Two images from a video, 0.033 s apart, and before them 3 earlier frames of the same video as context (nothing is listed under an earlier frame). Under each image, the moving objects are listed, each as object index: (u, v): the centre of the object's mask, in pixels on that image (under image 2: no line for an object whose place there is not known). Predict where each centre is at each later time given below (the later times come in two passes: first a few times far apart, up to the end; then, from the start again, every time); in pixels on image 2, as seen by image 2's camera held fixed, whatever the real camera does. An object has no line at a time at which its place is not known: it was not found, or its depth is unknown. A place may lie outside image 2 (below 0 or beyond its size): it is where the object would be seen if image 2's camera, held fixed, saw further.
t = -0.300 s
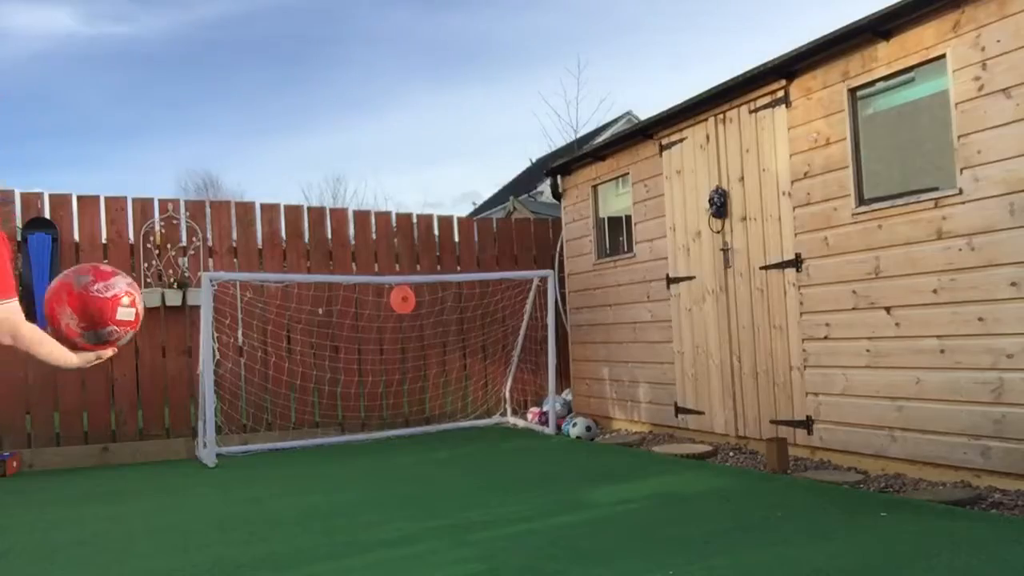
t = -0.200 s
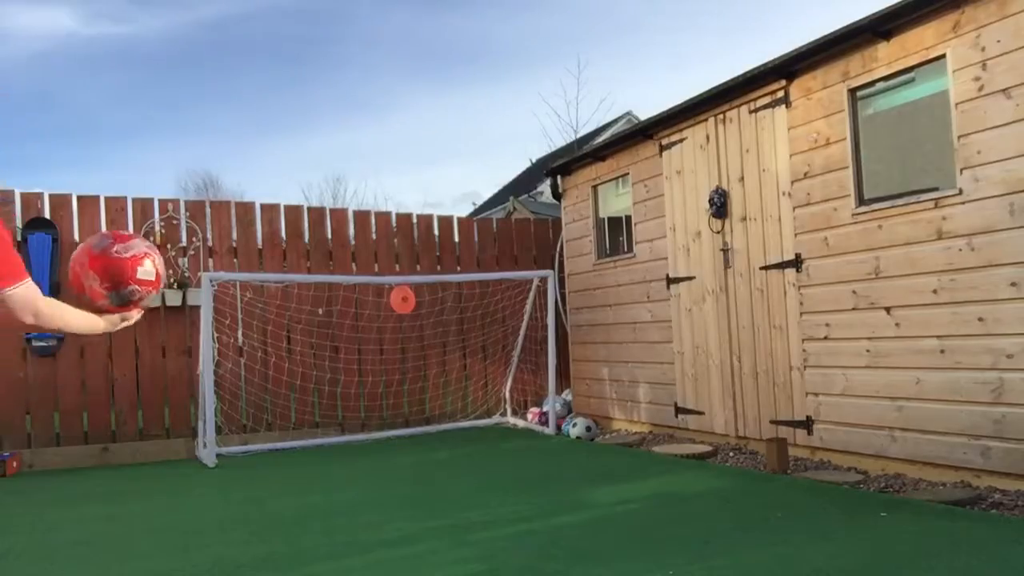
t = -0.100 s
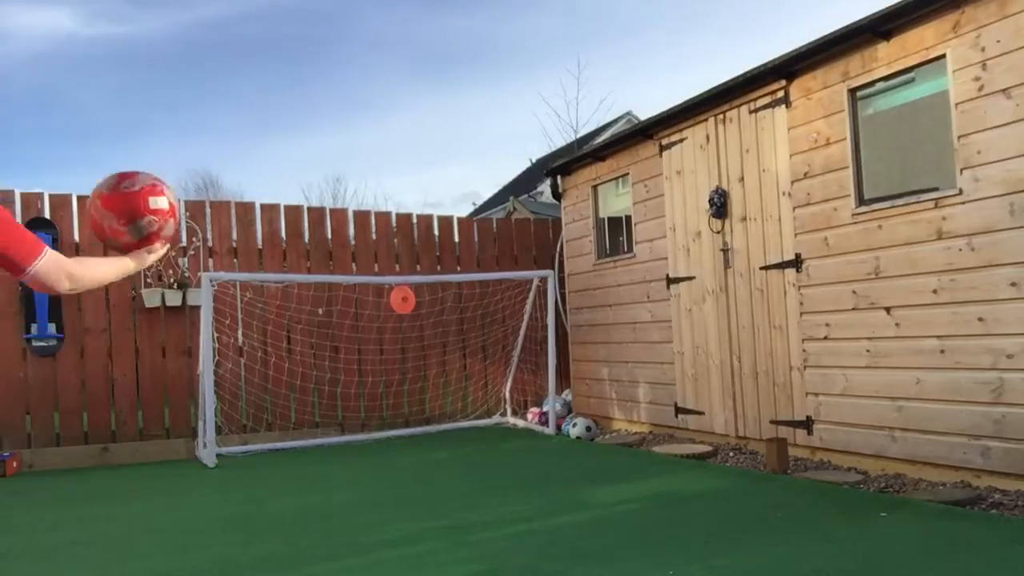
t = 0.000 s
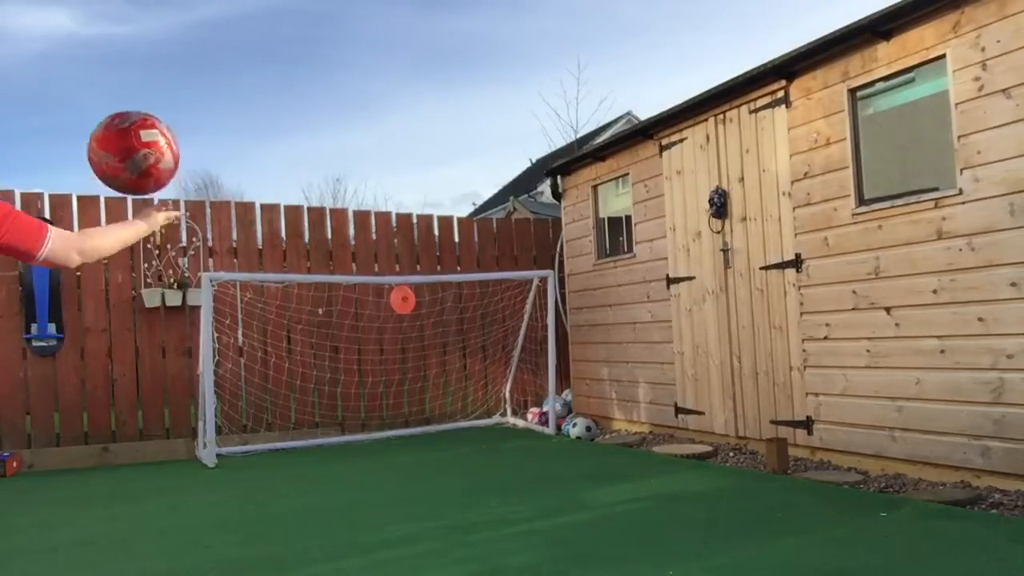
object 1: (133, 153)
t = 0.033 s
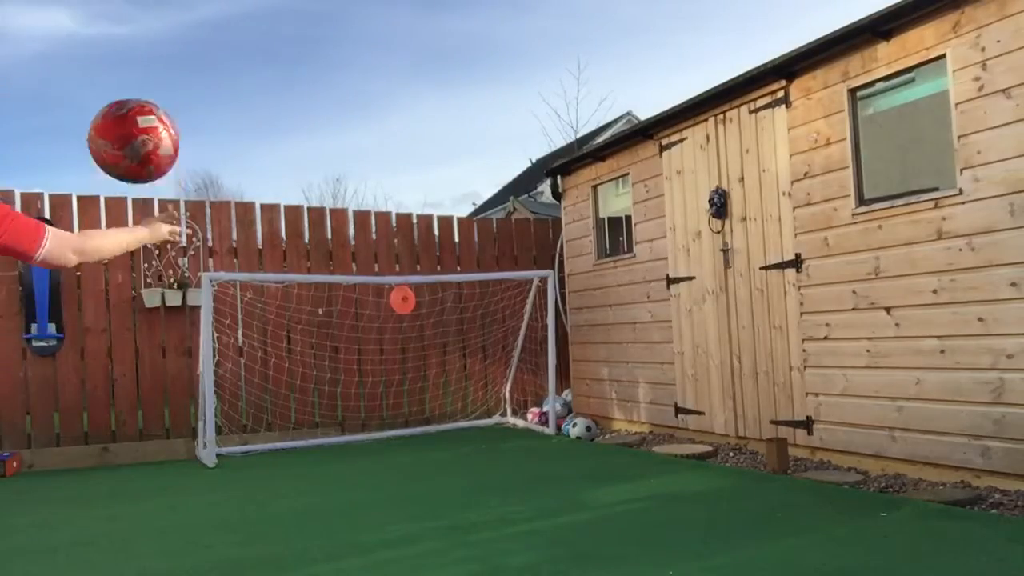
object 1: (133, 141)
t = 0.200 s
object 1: (136, 143)
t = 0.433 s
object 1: (150, 318)
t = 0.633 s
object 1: (169, 560)
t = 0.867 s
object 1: (169, 386)
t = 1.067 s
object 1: (178, 374)
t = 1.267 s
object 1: (194, 514)
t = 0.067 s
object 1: (134, 133)
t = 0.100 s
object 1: (134, 130)
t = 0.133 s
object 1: (135, 130)
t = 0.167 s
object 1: (135, 134)
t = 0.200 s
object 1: (136, 143)
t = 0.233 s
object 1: (138, 155)
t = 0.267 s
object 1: (140, 172)
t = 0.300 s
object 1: (141, 193)
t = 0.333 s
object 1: (143, 218)
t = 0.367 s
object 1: (146, 247)
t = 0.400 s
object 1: (147, 280)
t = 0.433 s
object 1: (150, 318)
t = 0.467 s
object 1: (153, 360)
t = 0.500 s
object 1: (155, 406)
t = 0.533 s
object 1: (158, 456)
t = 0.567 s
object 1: (160, 512)
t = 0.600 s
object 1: (167, 554)
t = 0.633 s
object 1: (169, 560)
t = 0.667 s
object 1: (166, 539)
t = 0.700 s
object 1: (165, 506)
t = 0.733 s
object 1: (165, 475)
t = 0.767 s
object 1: (165, 447)
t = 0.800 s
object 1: (167, 421)
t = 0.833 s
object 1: (167, 402)
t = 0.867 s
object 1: (169, 386)
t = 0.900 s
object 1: (170, 374)
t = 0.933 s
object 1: (171, 366)
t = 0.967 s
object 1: (173, 362)
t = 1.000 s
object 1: (174, 363)
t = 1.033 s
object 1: (176, 366)
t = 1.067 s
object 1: (178, 374)
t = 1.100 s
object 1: (181, 387)
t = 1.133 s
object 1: (183, 403)
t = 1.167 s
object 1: (185, 425)
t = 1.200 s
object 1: (188, 450)
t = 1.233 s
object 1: (190, 480)
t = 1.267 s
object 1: (194, 514)
